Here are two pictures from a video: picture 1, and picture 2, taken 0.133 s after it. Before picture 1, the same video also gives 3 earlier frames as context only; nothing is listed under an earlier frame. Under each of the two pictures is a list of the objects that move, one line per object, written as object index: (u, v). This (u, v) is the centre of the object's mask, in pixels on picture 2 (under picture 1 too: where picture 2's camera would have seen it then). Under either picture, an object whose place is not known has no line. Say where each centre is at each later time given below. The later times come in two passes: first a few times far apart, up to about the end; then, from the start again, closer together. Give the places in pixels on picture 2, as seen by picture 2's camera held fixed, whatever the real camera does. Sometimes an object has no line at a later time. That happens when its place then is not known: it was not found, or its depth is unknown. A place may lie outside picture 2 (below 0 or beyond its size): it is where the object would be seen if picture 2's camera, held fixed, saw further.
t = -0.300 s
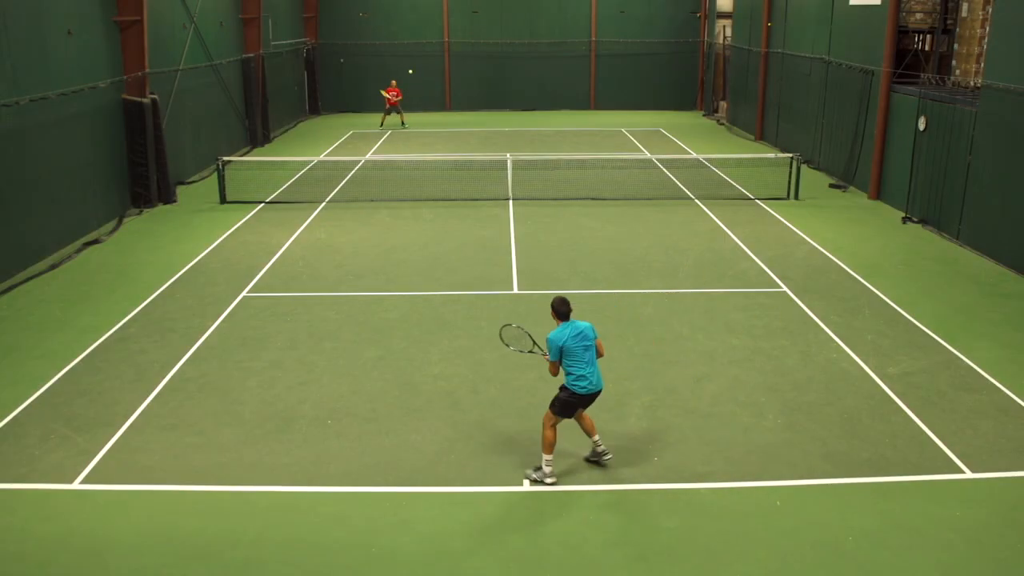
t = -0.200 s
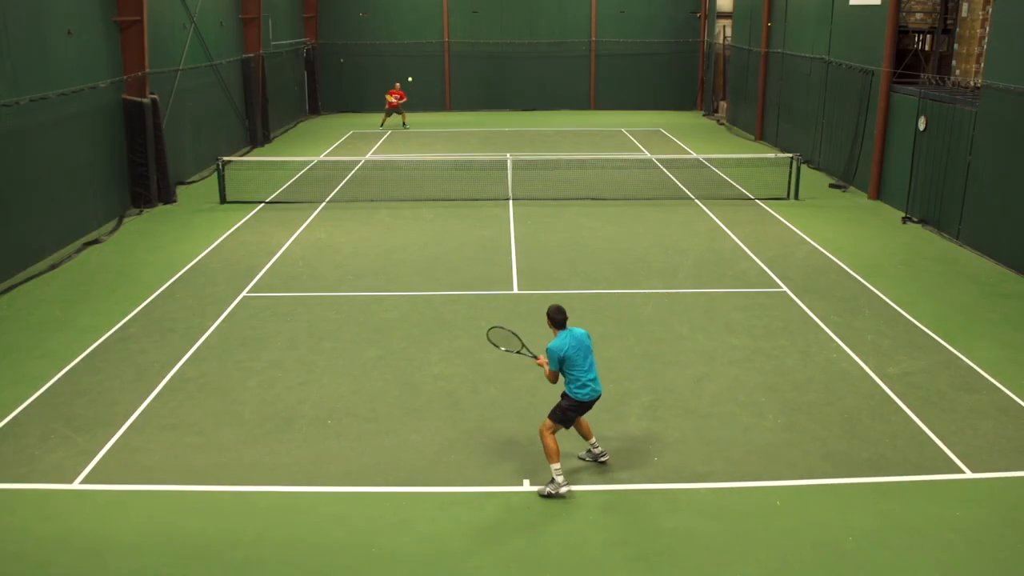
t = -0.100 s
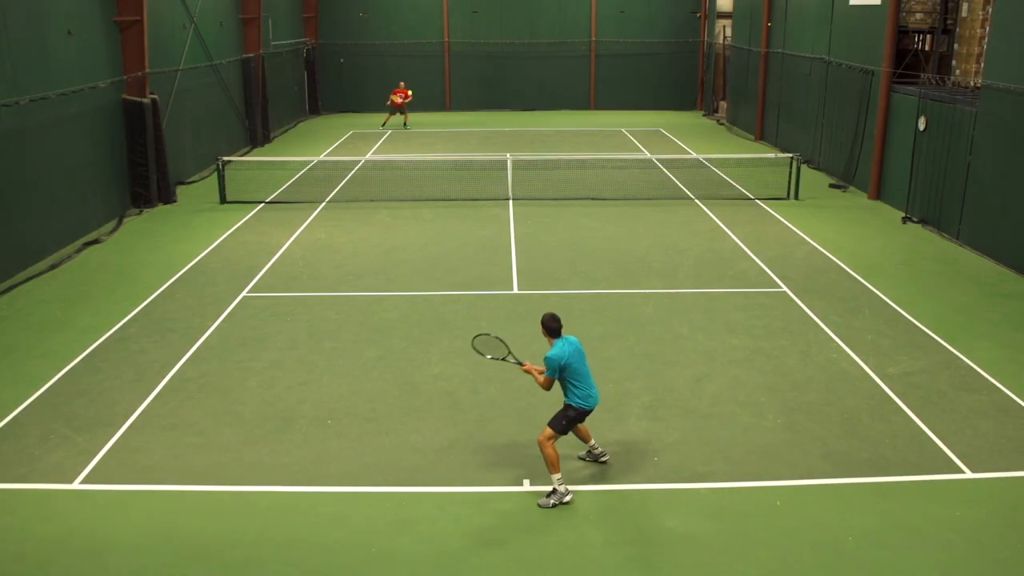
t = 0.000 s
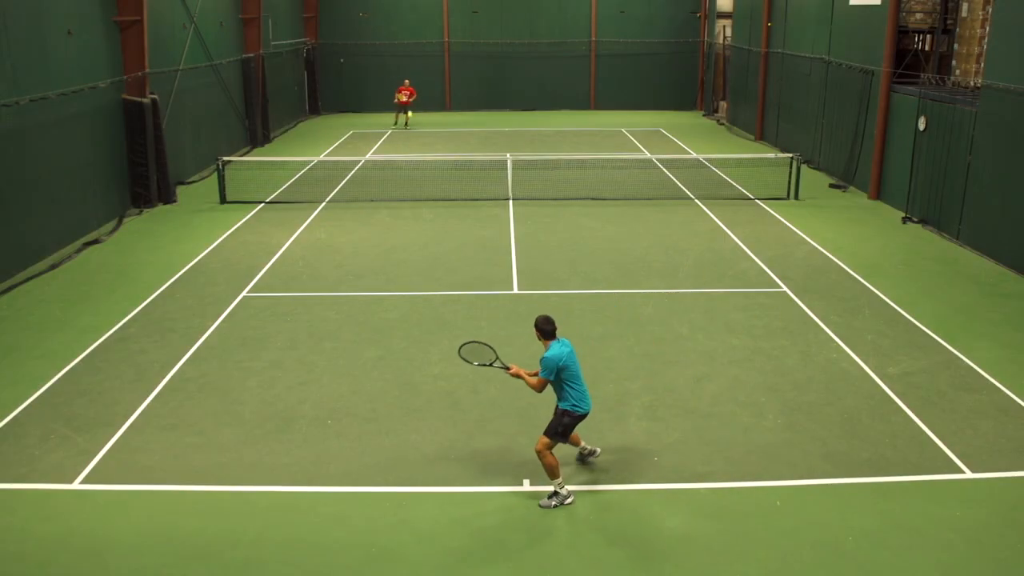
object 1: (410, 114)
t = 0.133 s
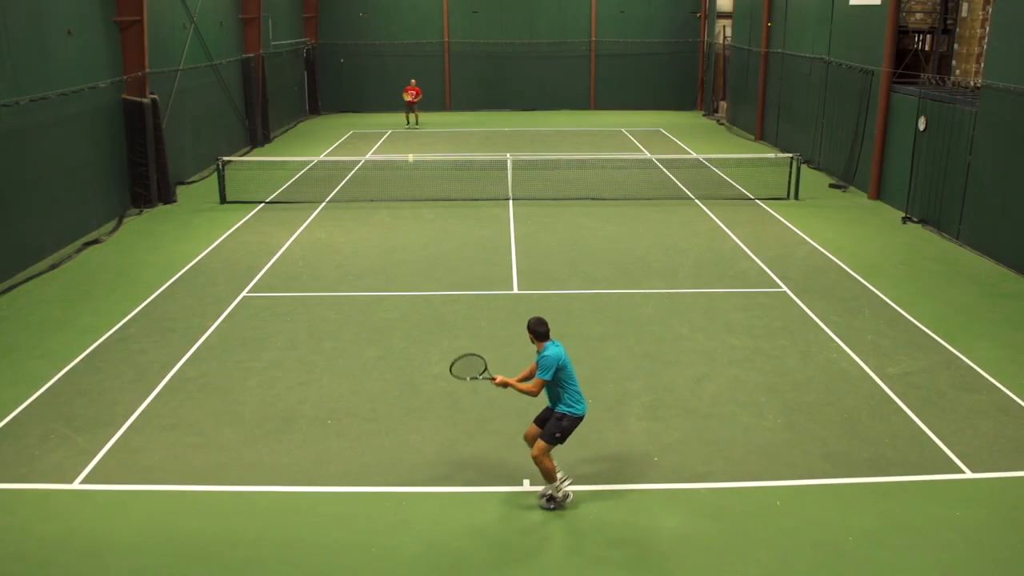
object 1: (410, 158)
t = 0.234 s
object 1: (412, 207)
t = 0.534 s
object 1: (423, 398)
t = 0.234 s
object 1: (412, 207)
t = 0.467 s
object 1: (421, 399)
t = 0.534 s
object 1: (423, 398)
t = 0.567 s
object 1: (423, 393)
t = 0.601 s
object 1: (424, 388)
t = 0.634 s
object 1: (424, 384)
